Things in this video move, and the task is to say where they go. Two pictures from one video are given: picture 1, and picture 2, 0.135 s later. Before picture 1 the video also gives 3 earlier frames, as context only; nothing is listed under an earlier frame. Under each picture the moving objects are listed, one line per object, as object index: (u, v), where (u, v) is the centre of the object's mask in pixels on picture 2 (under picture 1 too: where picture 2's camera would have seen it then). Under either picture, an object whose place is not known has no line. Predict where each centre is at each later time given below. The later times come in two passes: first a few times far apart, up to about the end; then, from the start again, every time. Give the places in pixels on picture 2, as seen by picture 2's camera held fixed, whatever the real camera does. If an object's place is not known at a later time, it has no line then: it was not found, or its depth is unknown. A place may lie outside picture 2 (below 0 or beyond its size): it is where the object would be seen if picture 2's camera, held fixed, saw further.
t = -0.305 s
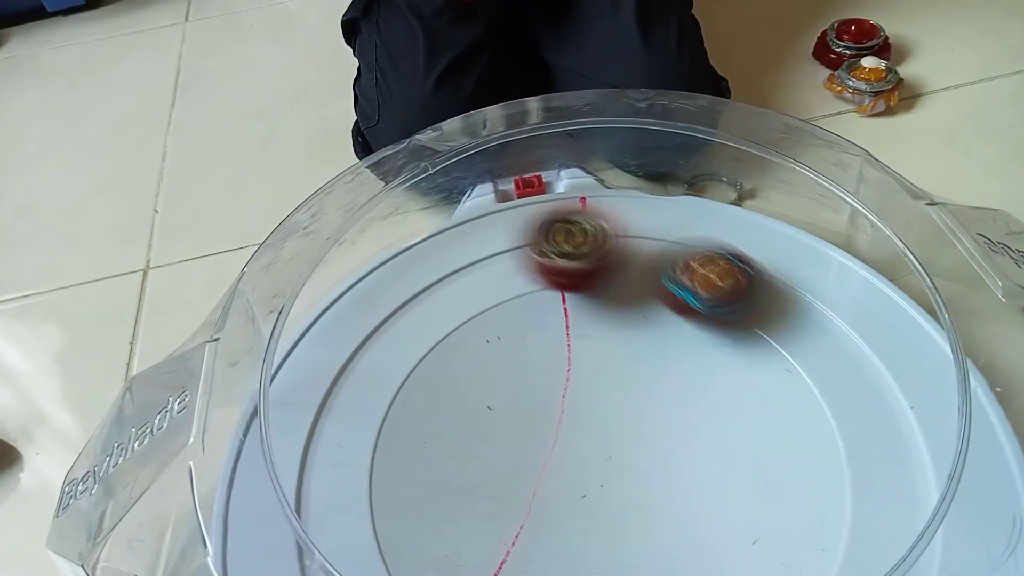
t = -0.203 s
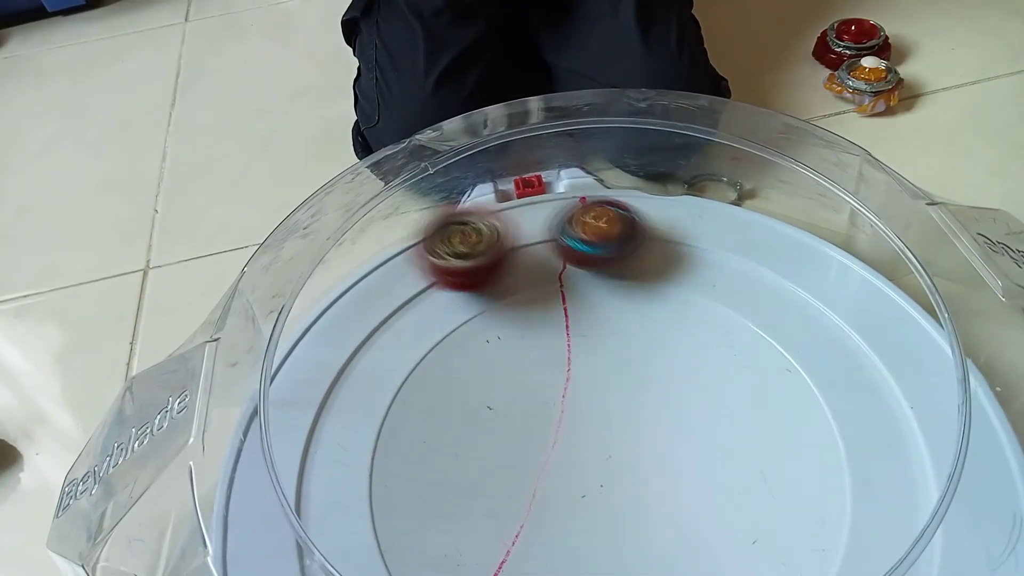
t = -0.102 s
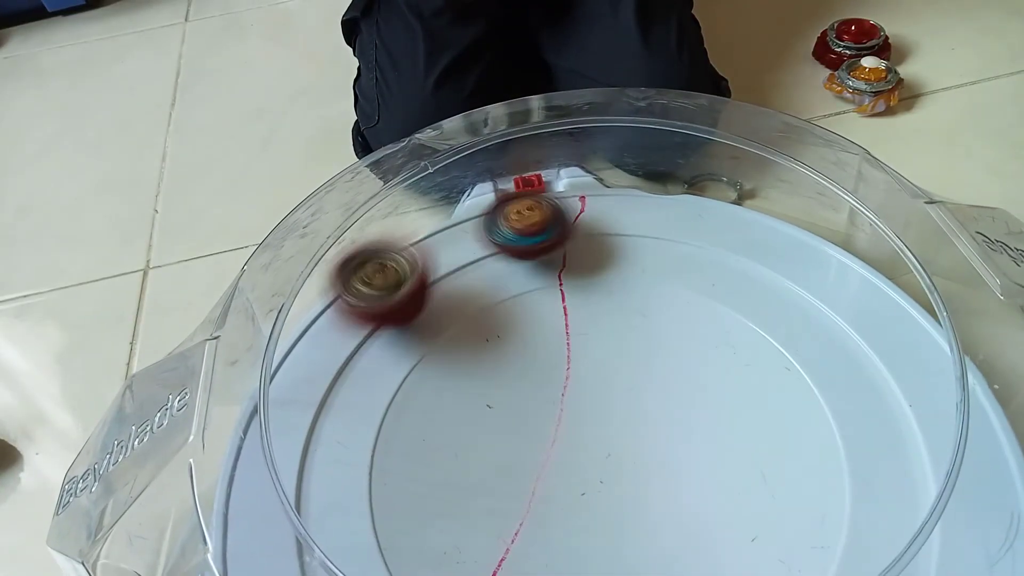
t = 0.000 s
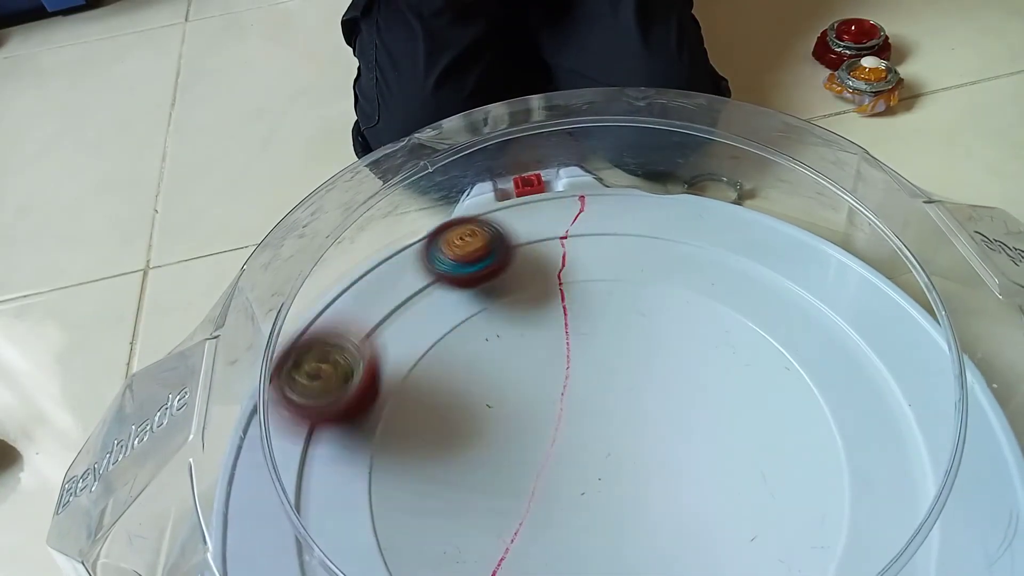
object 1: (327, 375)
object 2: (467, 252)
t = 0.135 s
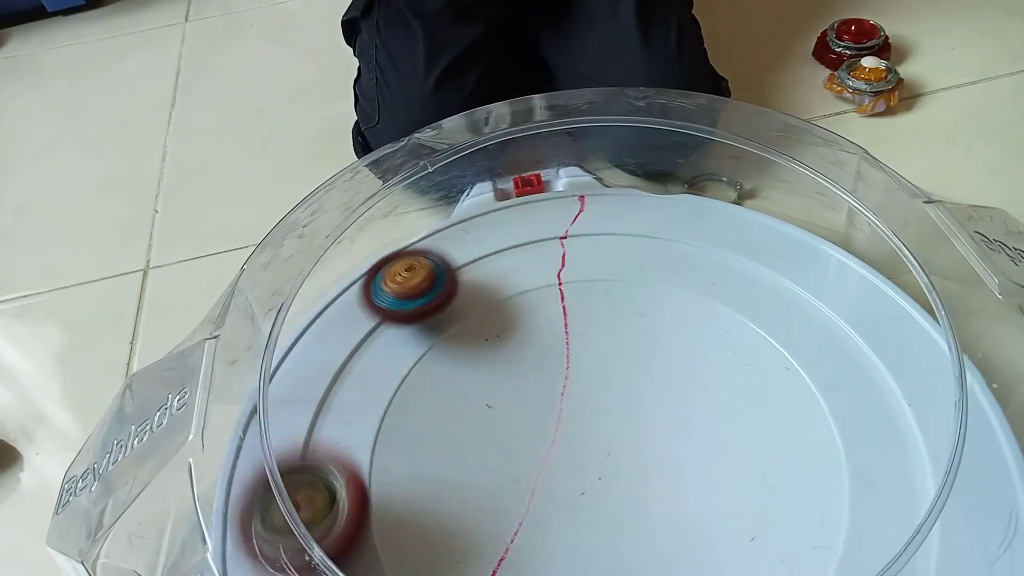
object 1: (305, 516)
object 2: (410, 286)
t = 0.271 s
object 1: (367, 560)
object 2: (376, 330)
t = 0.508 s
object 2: (364, 430)
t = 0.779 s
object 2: (698, 556)
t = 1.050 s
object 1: (906, 412)
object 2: (731, 267)
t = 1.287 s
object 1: (779, 257)
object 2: (640, 226)
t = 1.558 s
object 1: (650, 223)
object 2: (511, 250)
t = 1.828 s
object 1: (513, 261)
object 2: (388, 325)
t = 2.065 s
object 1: (509, 404)
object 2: (303, 466)
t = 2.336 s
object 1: (701, 495)
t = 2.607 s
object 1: (699, 363)
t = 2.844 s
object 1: (553, 409)
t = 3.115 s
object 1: (614, 526)
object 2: (749, 359)
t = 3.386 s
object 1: (662, 435)
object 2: (466, 296)
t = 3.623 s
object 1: (540, 417)
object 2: (423, 529)
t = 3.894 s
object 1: (571, 504)
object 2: (772, 521)
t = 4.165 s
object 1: (636, 425)
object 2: (688, 284)
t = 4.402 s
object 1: (558, 390)
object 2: (469, 330)
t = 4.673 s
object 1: (638, 500)
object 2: (473, 545)
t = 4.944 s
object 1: (698, 387)
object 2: (762, 506)
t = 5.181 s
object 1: (527, 247)
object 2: (786, 408)
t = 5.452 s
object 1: (418, 290)
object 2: (603, 428)
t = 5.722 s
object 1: (427, 377)
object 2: (608, 560)
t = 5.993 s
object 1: (591, 482)
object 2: (722, 535)
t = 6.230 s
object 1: (574, 369)
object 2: (675, 432)
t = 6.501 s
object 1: (497, 356)
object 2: (525, 490)
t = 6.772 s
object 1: (579, 423)
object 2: (612, 531)
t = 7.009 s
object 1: (673, 325)
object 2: (594, 432)
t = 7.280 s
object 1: (628, 330)
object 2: (494, 434)
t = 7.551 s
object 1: (669, 407)
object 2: (568, 485)
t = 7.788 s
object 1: (749, 427)
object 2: (609, 426)
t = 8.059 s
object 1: (673, 481)
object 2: (563, 384)
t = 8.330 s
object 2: (428, 235)
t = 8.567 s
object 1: (608, 470)
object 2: (483, 226)
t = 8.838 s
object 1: (447, 363)
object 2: (568, 236)
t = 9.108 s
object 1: (435, 437)
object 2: (660, 246)
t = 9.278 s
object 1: (538, 466)
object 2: (705, 281)
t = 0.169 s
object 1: (311, 532)
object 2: (400, 295)
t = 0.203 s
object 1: (324, 543)
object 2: (390, 306)
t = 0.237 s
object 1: (340, 554)
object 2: (382, 318)
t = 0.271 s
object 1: (367, 560)
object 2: (376, 330)
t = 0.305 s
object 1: (379, 569)
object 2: (370, 342)
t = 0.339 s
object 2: (365, 355)
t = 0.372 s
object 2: (363, 368)
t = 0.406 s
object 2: (361, 382)
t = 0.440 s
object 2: (361, 395)
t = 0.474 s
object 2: (362, 410)
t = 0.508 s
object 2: (364, 430)
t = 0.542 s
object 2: (378, 459)
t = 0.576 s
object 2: (399, 498)
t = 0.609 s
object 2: (431, 533)
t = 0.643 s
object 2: (483, 552)
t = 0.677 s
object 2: (539, 564)
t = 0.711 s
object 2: (594, 568)
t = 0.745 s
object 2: (644, 563)
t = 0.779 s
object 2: (698, 556)
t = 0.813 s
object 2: (754, 539)
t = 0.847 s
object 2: (791, 506)
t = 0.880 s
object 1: (902, 556)
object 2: (808, 458)
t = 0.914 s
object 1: (923, 550)
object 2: (813, 412)
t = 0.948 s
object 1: (925, 521)
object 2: (804, 365)
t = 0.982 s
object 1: (927, 486)
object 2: (781, 325)
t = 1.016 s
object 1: (923, 447)
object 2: (752, 289)
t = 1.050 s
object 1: (906, 412)
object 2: (731, 267)
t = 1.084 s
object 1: (899, 382)
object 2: (714, 247)
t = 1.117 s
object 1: (884, 349)
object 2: (704, 234)
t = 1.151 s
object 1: (864, 323)
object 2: (694, 225)
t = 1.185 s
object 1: (844, 301)
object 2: (681, 223)
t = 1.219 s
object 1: (822, 283)
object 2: (664, 226)
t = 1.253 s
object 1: (800, 269)
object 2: (650, 226)
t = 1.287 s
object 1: (779, 257)
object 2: (640, 226)
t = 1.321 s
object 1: (759, 246)
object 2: (630, 227)
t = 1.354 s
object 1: (738, 239)
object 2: (621, 228)
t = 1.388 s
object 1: (718, 229)
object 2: (612, 231)
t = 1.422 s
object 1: (705, 225)
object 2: (595, 233)
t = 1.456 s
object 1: (693, 223)
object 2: (573, 235)
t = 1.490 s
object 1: (680, 222)
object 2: (551, 239)
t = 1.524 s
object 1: (665, 222)
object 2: (530, 244)
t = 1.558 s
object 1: (650, 223)
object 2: (511, 250)
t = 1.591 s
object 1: (633, 227)
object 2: (492, 256)
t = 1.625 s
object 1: (616, 228)
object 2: (472, 264)
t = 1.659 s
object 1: (600, 231)
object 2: (455, 273)
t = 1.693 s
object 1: (583, 235)
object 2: (439, 282)
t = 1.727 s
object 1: (566, 241)
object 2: (424, 292)
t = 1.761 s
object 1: (547, 248)
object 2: (411, 303)
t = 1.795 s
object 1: (530, 253)
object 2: (399, 313)
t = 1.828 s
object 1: (513, 261)
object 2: (388, 325)
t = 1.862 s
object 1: (496, 273)
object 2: (378, 337)
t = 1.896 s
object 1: (478, 289)
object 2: (369, 351)
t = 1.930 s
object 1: (463, 313)
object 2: (361, 365)
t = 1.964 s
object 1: (464, 330)
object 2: (335, 383)
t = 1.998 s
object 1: (478, 353)
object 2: (314, 407)
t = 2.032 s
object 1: (492, 377)
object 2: (312, 432)
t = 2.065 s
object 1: (509, 404)
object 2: (303, 466)
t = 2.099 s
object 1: (527, 433)
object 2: (307, 497)
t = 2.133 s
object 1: (550, 459)
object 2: (305, 522)
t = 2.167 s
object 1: (575, 480)
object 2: (309, 534)
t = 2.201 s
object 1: (602, 495)
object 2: (319, 544)
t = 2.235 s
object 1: (630, 505)
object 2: (329, 552)
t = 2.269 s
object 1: (657, 508)
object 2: (340, 559)
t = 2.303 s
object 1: (680, 504)
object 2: (360, 564)
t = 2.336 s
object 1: (701, 495)
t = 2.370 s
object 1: (716, 482)
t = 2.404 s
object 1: (727, 466)
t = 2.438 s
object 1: (733, 448)
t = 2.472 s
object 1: (735, 428)
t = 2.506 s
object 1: (734, 408)
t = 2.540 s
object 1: (727, 390)
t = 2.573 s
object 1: (715, 375)
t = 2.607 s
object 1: (699, 363)
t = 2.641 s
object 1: (679, 355)
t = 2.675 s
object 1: (657, 353)
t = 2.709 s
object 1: (633, 354)
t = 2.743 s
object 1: (609, 361)
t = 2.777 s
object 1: (587, 374)
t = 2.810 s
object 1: (568, 390)
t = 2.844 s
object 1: (553, 409)
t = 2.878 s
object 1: (543, 432)
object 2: (675, 571)
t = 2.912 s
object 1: (537, 455)
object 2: (721, 559)
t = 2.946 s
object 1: (538, 476)
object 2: (758, 545)
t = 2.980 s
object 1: (543, 497)
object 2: (784, 519)
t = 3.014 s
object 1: (557, 514)
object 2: (791, 480)
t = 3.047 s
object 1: (573, 521)
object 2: (787, 436)
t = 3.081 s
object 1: (593, 525)
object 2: (774, 397)
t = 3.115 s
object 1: (614, 526)
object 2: (749, 359)
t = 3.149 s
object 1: (633, 525)
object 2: (720, 328)
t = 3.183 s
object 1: (650, 521)
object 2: (687, 305)
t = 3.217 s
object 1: (665, 514)
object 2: (647, 285)
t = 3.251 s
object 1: (675, 500)
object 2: (609, 275)
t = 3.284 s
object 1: (680, 484)
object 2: (573, 272)
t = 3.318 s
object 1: (678, 465)
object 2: (535, 273)
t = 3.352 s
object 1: (672, 450)
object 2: (498, 281)
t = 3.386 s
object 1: (662, 435)
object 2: (466, 296)
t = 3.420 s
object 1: (649, 422)
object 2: (433, 322)
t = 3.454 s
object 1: (634, 414)
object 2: (408, 351)
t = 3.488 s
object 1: (616, 409)
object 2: (389, 384)
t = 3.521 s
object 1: (597, 406)
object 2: (383, 422)
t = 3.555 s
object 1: (577, 406)
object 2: (385, 462)
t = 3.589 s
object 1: (558, 410)
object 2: (398, 502)
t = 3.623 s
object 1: (540, 417)
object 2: (423, 529)
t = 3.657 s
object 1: (526, 428)
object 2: (459, 546)
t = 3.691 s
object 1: (517, 442)
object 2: (500, 556)
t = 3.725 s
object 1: (514, 457)
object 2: (552, 561)
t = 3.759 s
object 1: (517, 471)
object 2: (597, 562)
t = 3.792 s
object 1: (526, 485)
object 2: (645, 560)
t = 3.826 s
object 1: (539, 495)
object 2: (694, 553)
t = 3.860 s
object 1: (554, 502)
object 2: (735, 541)
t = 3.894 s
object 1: (571, 504)
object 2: (772, 521)
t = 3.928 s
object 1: (588, 502)
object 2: (790, 484)
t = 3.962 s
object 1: (605, 496)
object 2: (798, 446)
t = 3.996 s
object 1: (619, 487)
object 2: (795, 407)
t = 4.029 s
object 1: (630, 476)
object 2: (785, 374)
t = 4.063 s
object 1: (637, 462)
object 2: (767, 342)
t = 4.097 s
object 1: (641, 450)
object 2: (746, 320)
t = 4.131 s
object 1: (641, 436)
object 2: (717, 297)
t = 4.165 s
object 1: (636, 425)
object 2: (688, 284)
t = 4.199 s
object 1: (628, 413)
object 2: (655, 274)
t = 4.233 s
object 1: (619, 401)
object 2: (623, 269)
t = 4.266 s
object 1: (608, 393)
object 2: (589, 271)
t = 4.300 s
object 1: (597, 390)
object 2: (555, 277)
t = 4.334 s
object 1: (585, 388)
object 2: (523, 290)
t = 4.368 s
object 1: (571, 387)
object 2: (493, 308)
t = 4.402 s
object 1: (558, 390)
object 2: (469, 330)
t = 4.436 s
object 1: (552, 405)
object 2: (445, 352)
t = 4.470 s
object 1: (559, 432)
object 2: (427, 374)
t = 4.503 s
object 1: (566, 454)
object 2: (414, 404)
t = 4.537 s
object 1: (578, 473)
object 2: (409, 435)
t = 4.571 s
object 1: (592, 487)
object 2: (410, 469)
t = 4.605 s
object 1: (607, 495)
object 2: (419, 505)
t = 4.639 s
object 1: (623, 500)
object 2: (443, 531)
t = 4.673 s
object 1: (638, 500)
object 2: (473, 545)
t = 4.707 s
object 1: (651, 497)
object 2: (511, 553)
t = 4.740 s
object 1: (662, 491)
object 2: (557, 558)
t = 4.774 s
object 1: (670, 482)
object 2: (599, 559)
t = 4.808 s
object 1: (678, 472)
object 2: (644, 556)
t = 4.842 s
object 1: (690, 449)
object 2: (682, 551)
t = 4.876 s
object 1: (698, 425)
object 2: (711, 544)
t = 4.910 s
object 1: (701, 405)
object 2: (743, 529)
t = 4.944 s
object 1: (698, 387)
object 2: (762, 506)
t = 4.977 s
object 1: (692, 374)
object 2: (768, 473)
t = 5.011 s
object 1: (680, 364)
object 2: (767, 442)
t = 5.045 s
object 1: (657, 336)
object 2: (779, 438)
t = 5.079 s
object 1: (624, 306)
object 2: (790, 435)
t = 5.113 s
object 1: (590, 279)
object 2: (794, 428)
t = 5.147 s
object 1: (556, 260)
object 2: (793, 417)
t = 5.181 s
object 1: (527, 247)
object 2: (786, 408)
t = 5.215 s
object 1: (503, 245)
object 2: (771, 400)
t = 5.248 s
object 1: (483, 241)
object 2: (757, 394)
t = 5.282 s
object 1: (467, 239)
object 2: (737, 391)
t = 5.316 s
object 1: (453, 244)
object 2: (712, 393)
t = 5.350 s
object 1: (442, 258)
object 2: (683, 396)
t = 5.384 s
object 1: (432, 270)
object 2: (657, 402)
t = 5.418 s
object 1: (423, 281)
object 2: (631, 412)
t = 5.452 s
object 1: (418, 290)
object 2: (603, 428)
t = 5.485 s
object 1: (415, 296)
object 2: (583, 447)
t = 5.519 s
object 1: (413, 304)
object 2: (567, 469)
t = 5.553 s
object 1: (411, 310)
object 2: (558, 495)
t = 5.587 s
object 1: (410, 318)
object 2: (557, 519)
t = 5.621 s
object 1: (411, 327)
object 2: (564, 536)
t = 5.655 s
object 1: (414, 340)
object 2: (576, 546)
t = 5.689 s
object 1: (419, 357)
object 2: (591, 553)
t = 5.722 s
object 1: (427, 377)
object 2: (608, 560)
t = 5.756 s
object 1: (442, 403)
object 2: (623, 564)
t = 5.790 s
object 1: (459, 427)
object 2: (642, 566)
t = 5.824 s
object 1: (481, 453)
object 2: (656, 564)
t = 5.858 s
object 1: (507, 474)
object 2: (669, 561)
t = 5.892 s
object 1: (538, 492)
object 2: (680, 555)
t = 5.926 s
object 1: (569, 502)
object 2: (688, 548)
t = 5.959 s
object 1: (580, 493)
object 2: (708, 542)
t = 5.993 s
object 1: (591, 482)
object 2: (722, 535)
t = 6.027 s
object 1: (602, 472)
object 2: (727, 525)
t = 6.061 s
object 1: (610, 457)
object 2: (730, 509)
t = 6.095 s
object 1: (607, 438)
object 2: (733, 492)
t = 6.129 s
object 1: (603, 420)
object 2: (724, 473)
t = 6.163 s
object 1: (599, 405)
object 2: (710, 456)
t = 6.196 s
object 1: (590, 388)
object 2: (692, 442)
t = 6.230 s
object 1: (574, 369)
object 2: (675, 432)
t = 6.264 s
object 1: (557, 355)
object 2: (653, 425)
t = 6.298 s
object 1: (545, 345)
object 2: (628, 421)
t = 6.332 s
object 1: (533, 340)
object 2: (602, 423)
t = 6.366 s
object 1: (523, 338)
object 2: (578, 429)
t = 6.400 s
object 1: (514, 339)
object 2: (558, 441)
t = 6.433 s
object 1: (507, 344)
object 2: (541, 455)
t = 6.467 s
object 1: (501, 350)
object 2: (530, 472)
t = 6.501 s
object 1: (497, 356)
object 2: (525, 490)
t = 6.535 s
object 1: (495, 366)
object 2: (526, 509)
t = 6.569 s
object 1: (496, 375)
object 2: (530, 526)
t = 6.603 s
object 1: (501, 385)
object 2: (539, 534)
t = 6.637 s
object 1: (510, 394)
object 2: (551, 538)
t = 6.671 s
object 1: (523, 403)
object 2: (565, 539)
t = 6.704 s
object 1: (540, 412)
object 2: (582, 538)
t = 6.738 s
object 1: (559, 421)
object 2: (598, 535)
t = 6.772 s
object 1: (579, 423)
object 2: (612, 531)
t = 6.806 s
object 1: (601, 408)
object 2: (622, 527)
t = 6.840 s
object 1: (621, 392)
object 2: (628, 516)
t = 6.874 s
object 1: (637, 376)
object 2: (630, 500)
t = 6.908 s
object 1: (651, 362)
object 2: (629, 483)
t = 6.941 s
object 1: (661, 348)
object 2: (621, 466)
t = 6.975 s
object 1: (668, 336)
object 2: (609, 447)
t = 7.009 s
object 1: (673, 325)
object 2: (594, 432)
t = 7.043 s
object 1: (674, 317)
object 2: (577, 420)
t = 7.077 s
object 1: (672, 311)
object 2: (560, 412)
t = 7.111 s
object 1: (667, 309)
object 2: (543, 409)
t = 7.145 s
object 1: (660, 309)
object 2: (527, 409)
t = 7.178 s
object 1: (653, 311)
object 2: (515, 413)
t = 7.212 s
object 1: (645, 316)
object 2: (504, 419)
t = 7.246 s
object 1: (637, 322)
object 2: (497, 426)
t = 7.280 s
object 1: (628, 330)
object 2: (494, 434)
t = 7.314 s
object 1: (620, 341)
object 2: (494, 443)
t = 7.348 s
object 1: (611, 354)
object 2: (499, 453)
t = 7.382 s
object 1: (604, 369)
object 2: (509, 461)
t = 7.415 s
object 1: (601, 386)
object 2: (522, 469)
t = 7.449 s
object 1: (614, 396)
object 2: (531, 479)
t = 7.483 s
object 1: (632, 400)
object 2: (544, 485)
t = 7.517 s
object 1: (649, 406)
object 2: (558, 486)
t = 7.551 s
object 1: (669, 407)
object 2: (568, 485)
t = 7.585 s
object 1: (689, 408)
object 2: (579, 481)
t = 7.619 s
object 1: (706, 411)
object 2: (589, 474)
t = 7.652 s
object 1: (719, 414)
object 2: (597, 465)
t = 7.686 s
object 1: (730, 416)
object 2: (603, 456)
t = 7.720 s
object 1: (739, 419)
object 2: (607, 445)
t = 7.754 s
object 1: (744, 424)
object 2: (608, 434)
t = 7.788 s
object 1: (749, 427)
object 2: (609, 426)
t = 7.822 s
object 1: (750, 432)
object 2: (607, 416)
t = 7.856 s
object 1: (745, 434)
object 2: (602, 408)
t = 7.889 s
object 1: (737, 439)
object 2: (596, 401)
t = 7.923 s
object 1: (727, 442)
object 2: (590, 397)
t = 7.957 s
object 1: (712, 444)
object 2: (583, 395)
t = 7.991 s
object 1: (697, 447)
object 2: (577, 396)
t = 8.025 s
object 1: (679, 450)
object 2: (572, 398)
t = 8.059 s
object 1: (673, 481)
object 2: (563, 384)
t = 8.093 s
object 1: (694, 530)
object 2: (526, 334)
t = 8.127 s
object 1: (711, 563)
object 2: (496, 297)
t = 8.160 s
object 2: (474, 274)
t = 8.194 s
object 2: (457, 258)
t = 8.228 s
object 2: (441, 239)
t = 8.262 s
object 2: (433, 232)
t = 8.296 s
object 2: (432, 234)
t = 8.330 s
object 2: (428, 235)
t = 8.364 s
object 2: (429, 232)
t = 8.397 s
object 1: (658, 559)
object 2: (441, 228)
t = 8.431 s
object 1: (651, 551)
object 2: (450, 227)
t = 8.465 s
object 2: (457, 226)
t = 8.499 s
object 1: (633, 525)
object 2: (467, 225)
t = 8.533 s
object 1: (622, 500)
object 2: (475, 225)
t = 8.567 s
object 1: (608, 470)
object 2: (483, 226)
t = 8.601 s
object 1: (591, 441)
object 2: (491, 228)
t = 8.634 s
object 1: (573, 412)
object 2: (495, 235)
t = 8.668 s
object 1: (556, 387)
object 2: (501, 244)
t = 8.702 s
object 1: (535, 364)
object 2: (508, 249)
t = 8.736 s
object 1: (515, 345)
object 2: (519, 255)
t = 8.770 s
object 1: (491, 348)
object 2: (534, 248)
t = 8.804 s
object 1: (464, 356)
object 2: (552, 240)
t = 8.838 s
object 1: (447, 363)
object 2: (568, 236)
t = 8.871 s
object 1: (430, 371)
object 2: (578, 235)
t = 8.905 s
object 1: (419, 378)
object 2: (589, 233)
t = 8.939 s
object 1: (413, 389)
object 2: (601, 233)
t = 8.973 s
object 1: (410, 400)
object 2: (614, 234)
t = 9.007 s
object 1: (412, 410)
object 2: (626, 235)
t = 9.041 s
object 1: (416, 420)
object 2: (638, 239)
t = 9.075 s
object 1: (425, 429)
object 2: (650, 242)
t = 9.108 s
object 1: (435, 437)
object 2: (660, 246)
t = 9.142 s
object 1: (451, 444)
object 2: (672, 252)
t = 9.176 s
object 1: (468, 450)
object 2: (681, 257)
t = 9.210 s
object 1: (491, 455)
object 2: (691, 264)
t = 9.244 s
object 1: (518, 460)
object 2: (700, 271)
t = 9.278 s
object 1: (538, 466)
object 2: (705, 281)
